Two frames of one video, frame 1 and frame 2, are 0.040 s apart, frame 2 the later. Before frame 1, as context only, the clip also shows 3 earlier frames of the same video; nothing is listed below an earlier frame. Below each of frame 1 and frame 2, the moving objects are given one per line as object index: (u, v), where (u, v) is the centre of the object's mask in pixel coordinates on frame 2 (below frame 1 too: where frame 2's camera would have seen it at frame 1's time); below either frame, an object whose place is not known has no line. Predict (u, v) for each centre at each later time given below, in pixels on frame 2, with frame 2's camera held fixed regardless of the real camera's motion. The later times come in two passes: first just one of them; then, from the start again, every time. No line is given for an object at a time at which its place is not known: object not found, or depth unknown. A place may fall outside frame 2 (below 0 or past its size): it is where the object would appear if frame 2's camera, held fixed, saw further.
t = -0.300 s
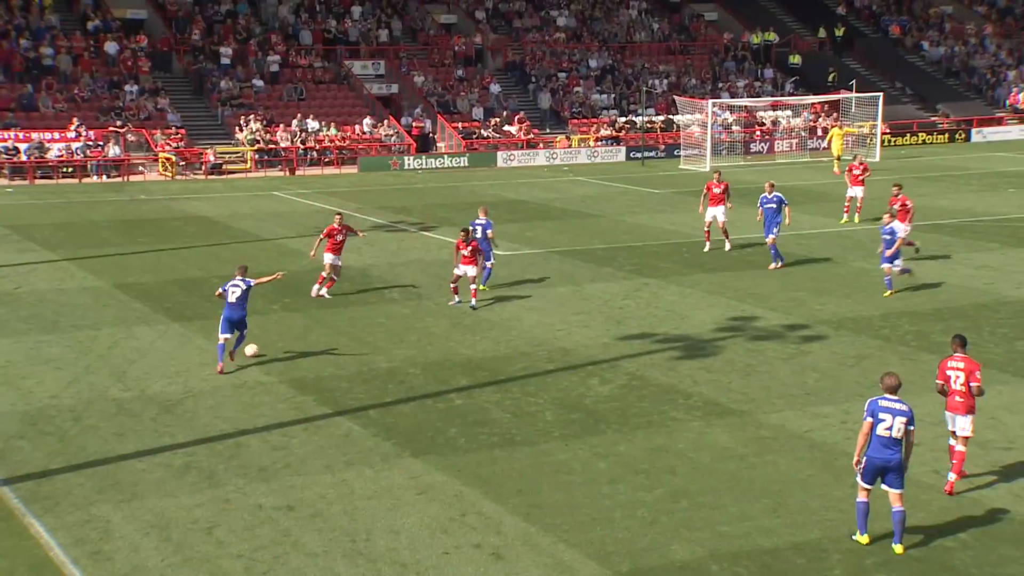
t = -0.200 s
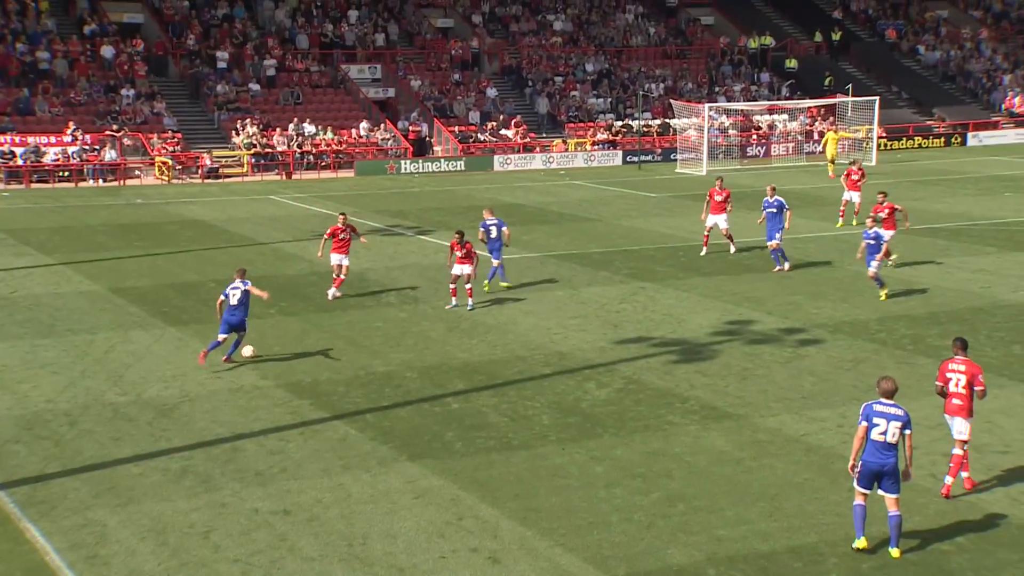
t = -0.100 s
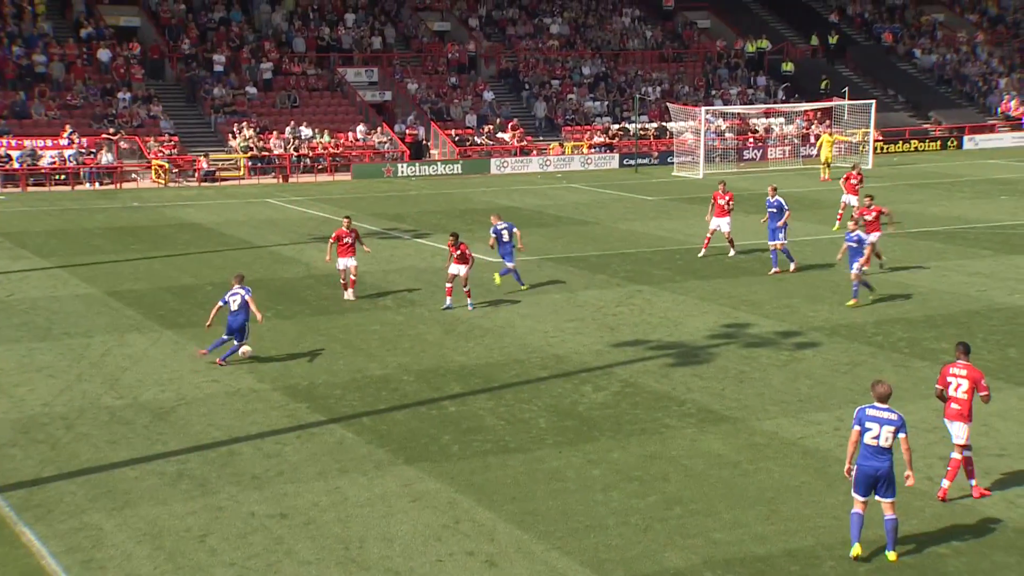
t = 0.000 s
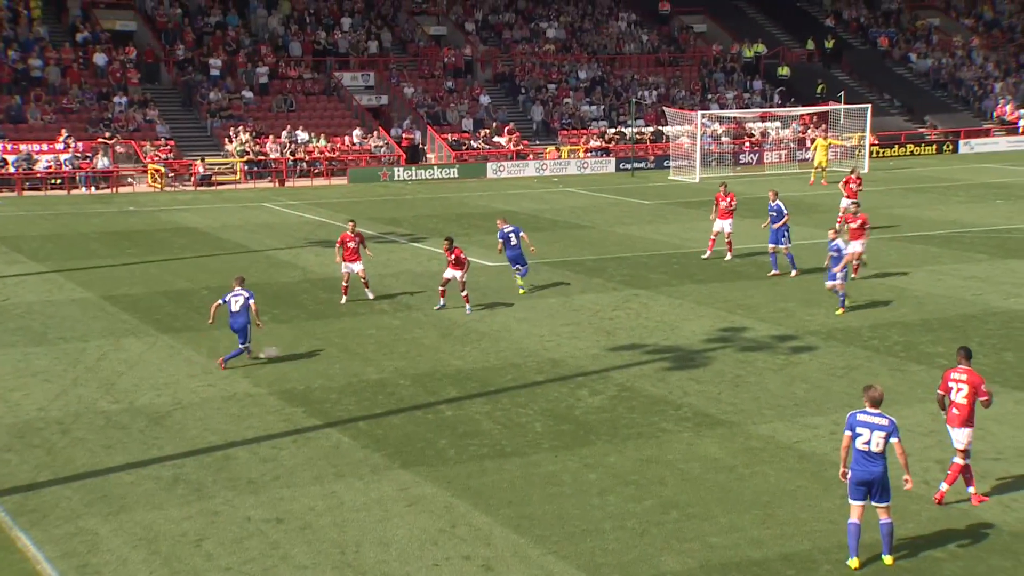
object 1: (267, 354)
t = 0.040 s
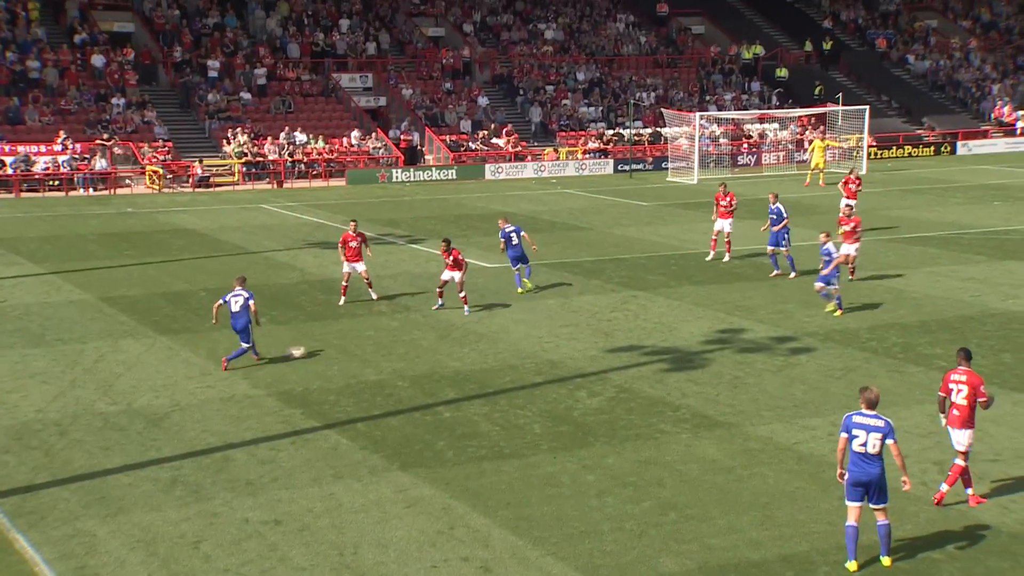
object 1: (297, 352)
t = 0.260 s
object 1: (430, 345)
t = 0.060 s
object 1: (309, 351)
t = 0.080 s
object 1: (322, 350)
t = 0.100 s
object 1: (335, 349)
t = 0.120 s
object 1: (349, 349)
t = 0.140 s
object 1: (362, 348)
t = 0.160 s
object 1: (375, 348)
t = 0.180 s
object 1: (386, 348)
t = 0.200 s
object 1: (397, 347)
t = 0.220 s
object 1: (408, 346)
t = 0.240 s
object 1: (420, 345)
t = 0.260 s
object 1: (430, 345)
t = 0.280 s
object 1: (441, 345)
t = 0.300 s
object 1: (451, 344)
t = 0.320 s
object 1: (461, 344)
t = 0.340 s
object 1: (470, 343)
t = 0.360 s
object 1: (480, 343)
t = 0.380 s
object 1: (489, 342)
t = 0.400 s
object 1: (498, 342)
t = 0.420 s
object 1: (507, 342)
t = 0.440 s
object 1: (516, 341)
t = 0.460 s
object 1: (525, 341)
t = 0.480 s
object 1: (533, 341)
